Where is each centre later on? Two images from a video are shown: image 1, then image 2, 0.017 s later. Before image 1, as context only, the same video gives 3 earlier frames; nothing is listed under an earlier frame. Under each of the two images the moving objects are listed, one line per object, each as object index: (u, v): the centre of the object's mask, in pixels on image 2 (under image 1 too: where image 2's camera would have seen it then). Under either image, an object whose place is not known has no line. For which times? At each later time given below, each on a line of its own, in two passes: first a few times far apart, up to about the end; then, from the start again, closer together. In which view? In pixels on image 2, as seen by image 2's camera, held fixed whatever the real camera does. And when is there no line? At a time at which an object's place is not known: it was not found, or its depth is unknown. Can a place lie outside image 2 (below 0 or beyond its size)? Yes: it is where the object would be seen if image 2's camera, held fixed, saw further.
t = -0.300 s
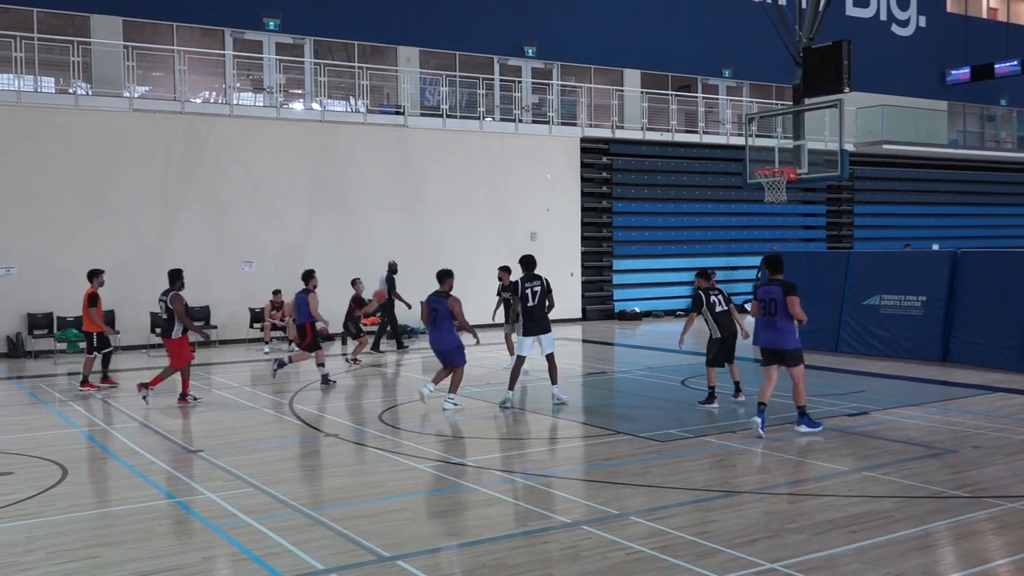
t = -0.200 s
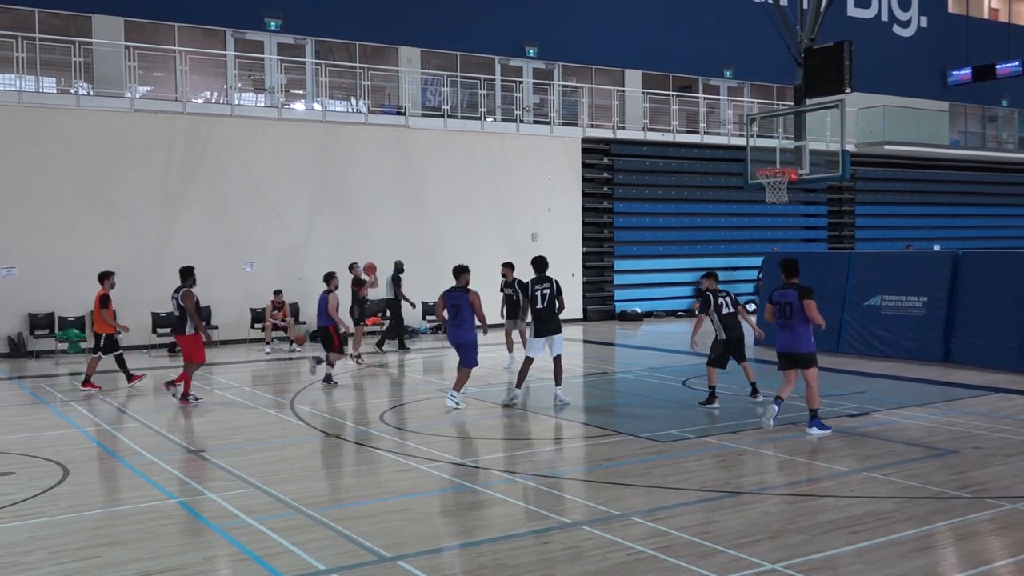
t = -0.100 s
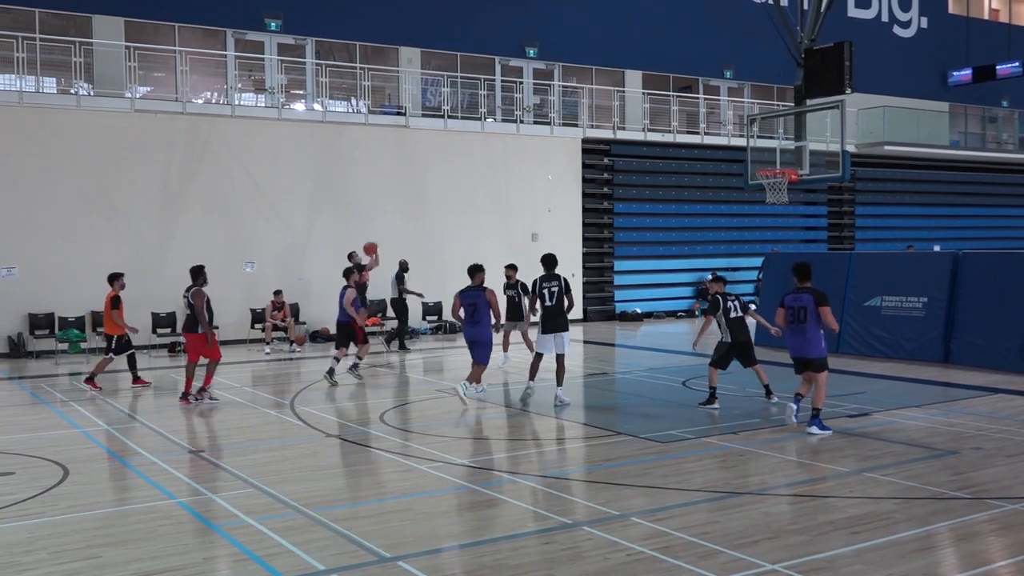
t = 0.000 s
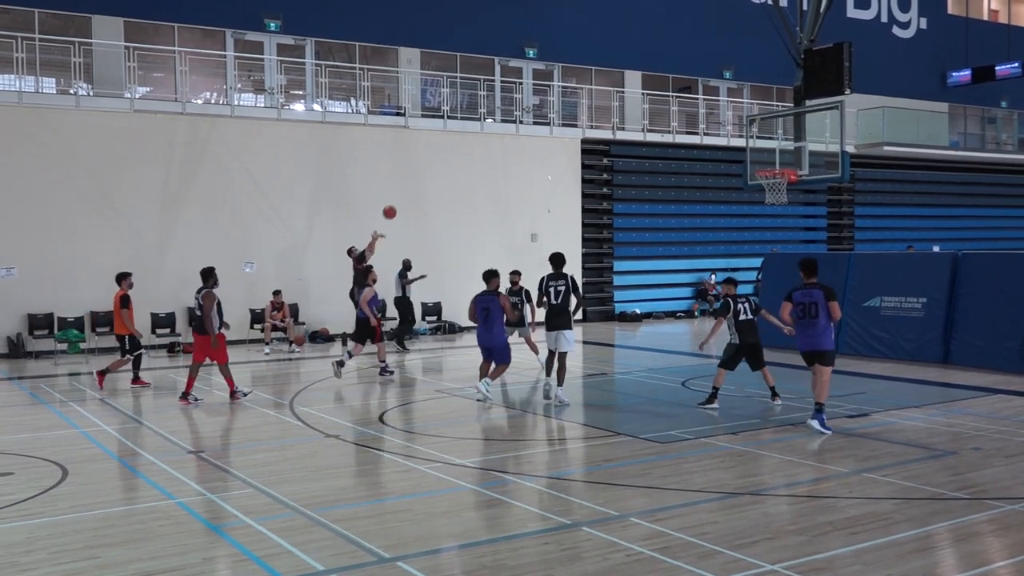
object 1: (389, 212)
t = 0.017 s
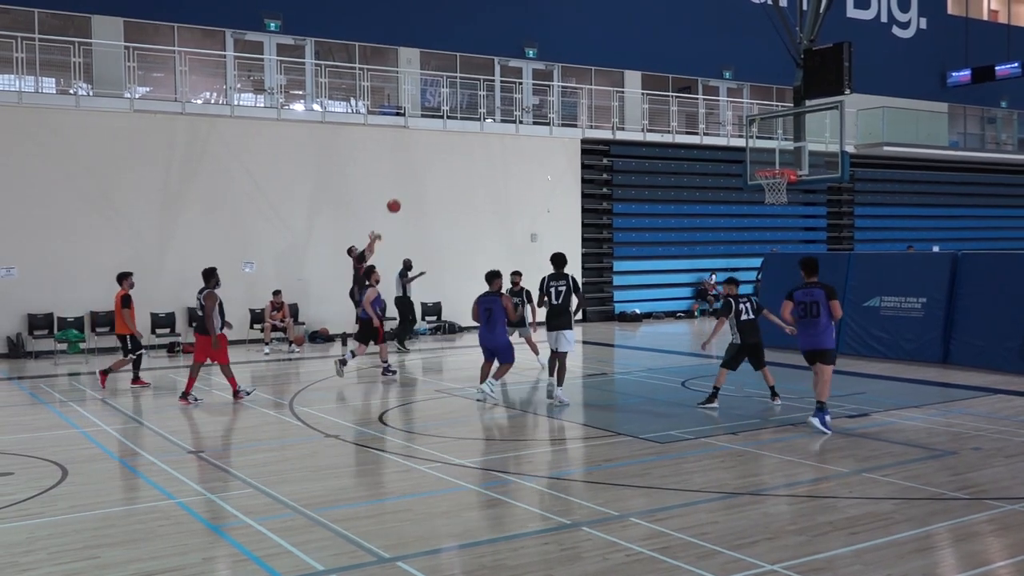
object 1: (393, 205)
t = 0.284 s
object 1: (465, 121)
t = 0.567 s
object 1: (547, 73)
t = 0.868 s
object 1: (638, 74)
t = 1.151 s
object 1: (731, 130)
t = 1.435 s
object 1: (801, 205)
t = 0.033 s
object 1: (398, 199)
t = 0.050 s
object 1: (402, 193)
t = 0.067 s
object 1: (407, 187)
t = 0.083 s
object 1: (411, 181)
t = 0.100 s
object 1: (416, 175)
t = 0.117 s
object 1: (420, 170)
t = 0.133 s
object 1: (425, 164)
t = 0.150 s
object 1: (429, 159)
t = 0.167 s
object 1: (433, 154)
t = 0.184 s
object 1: (438, 149)
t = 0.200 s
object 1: (443, 144)
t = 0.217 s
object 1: (446, 139)
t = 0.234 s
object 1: (451, 134)
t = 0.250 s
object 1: (456, 130)
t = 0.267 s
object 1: (460, 126)
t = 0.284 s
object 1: (465, 121)
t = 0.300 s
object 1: (470, 117)
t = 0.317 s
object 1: (474, 114)
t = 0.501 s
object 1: (527, 80)
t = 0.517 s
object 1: (531, 78)
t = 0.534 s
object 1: (537, 77)
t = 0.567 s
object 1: (547, 73)
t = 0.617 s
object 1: (561, 69)
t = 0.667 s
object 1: (577, 66)
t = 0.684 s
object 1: (581, 66)
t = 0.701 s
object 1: (586, 66)
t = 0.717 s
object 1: (592, 66)
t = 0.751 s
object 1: (602, 66)
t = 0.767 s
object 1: (607, 67)
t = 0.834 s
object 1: (627, 71)
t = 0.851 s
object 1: (633, 72)
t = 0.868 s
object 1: (638, 74)
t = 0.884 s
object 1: (643, 76)
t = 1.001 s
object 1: (682, 92)
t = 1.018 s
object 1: (687, 96)
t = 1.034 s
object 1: (693, 100)
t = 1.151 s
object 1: (731, 130)
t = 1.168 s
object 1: (737, 134)
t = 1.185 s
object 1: (742, 141)
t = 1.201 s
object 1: (749, 145)
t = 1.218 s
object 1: (755, 152)
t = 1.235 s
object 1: (761, 157)
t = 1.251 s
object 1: (765, 163)
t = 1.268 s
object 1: (772, 167)
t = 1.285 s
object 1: (779, 175)
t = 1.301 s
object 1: (784, 179)
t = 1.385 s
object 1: (795, 195)
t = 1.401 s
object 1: (797, 198)
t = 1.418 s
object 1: (799, 201)
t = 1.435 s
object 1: (801, 205)
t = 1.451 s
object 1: (803, 209)
